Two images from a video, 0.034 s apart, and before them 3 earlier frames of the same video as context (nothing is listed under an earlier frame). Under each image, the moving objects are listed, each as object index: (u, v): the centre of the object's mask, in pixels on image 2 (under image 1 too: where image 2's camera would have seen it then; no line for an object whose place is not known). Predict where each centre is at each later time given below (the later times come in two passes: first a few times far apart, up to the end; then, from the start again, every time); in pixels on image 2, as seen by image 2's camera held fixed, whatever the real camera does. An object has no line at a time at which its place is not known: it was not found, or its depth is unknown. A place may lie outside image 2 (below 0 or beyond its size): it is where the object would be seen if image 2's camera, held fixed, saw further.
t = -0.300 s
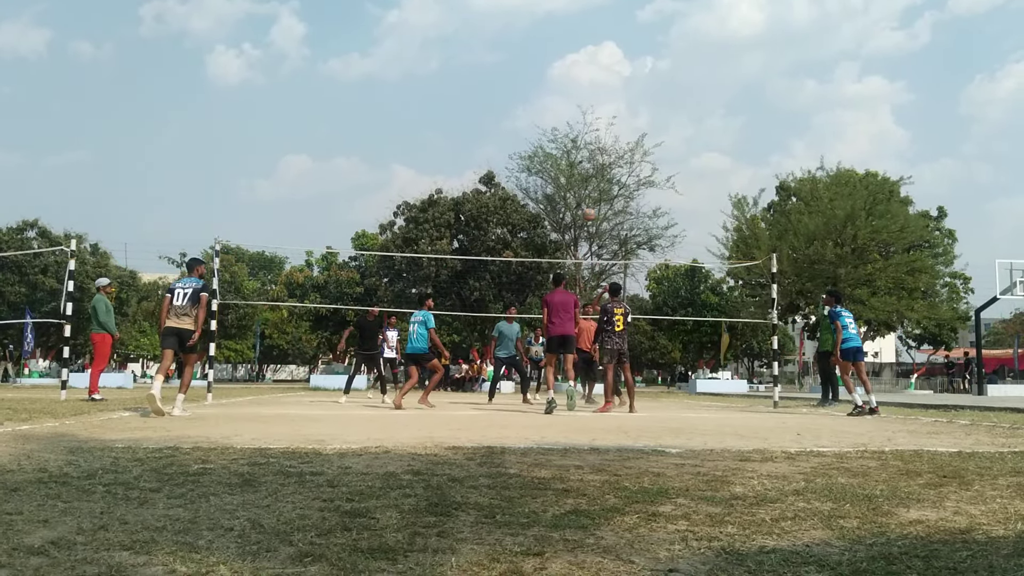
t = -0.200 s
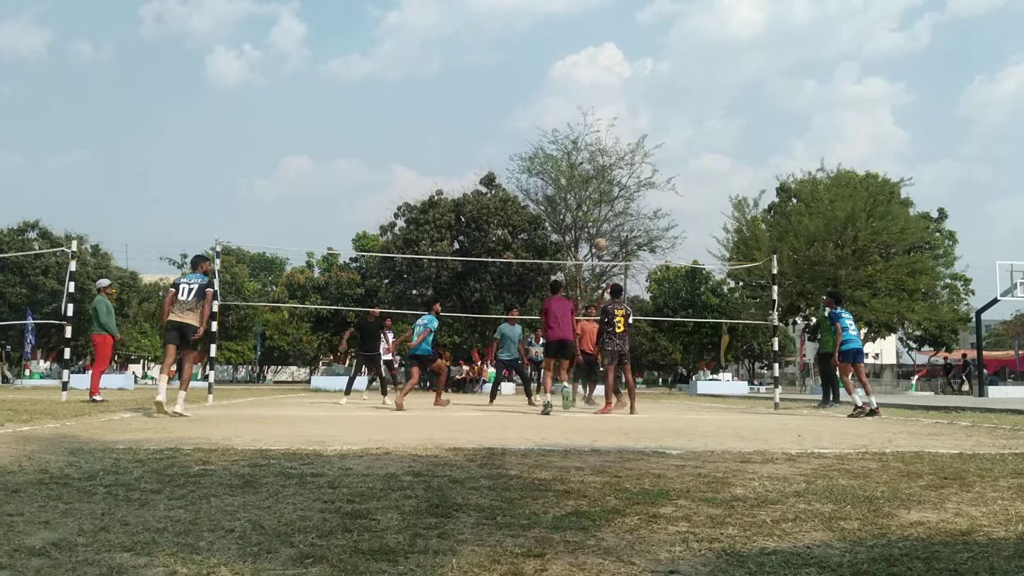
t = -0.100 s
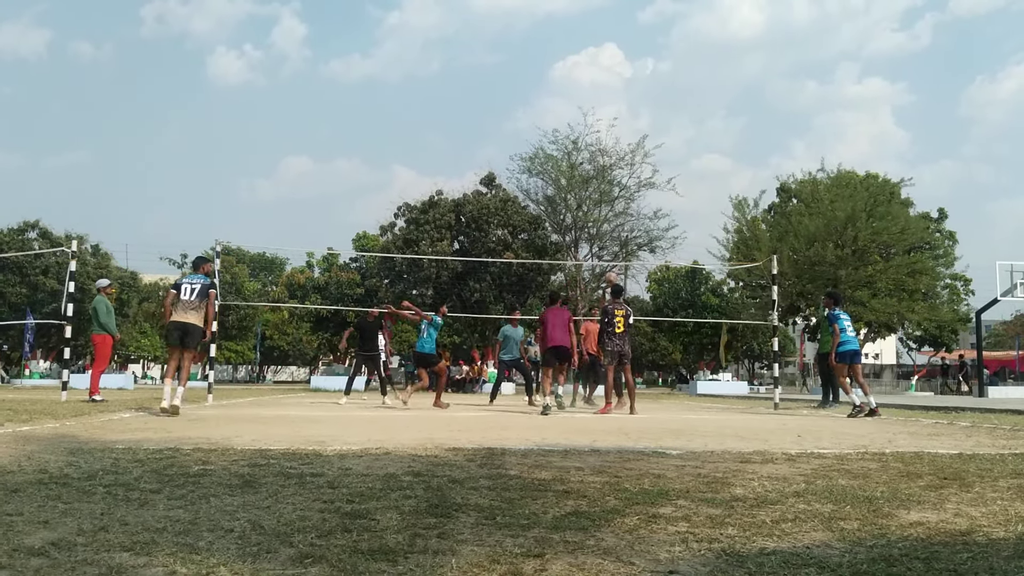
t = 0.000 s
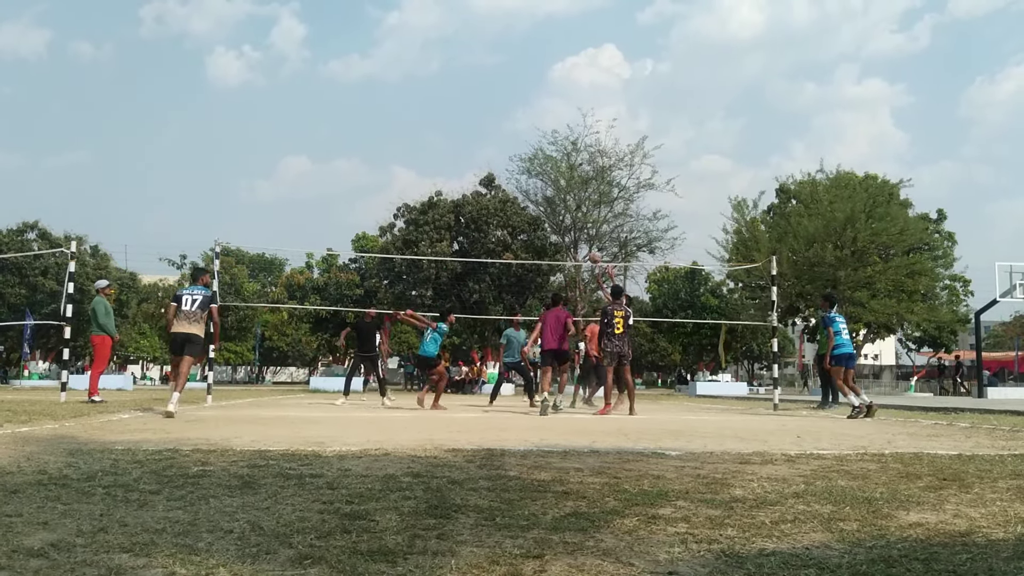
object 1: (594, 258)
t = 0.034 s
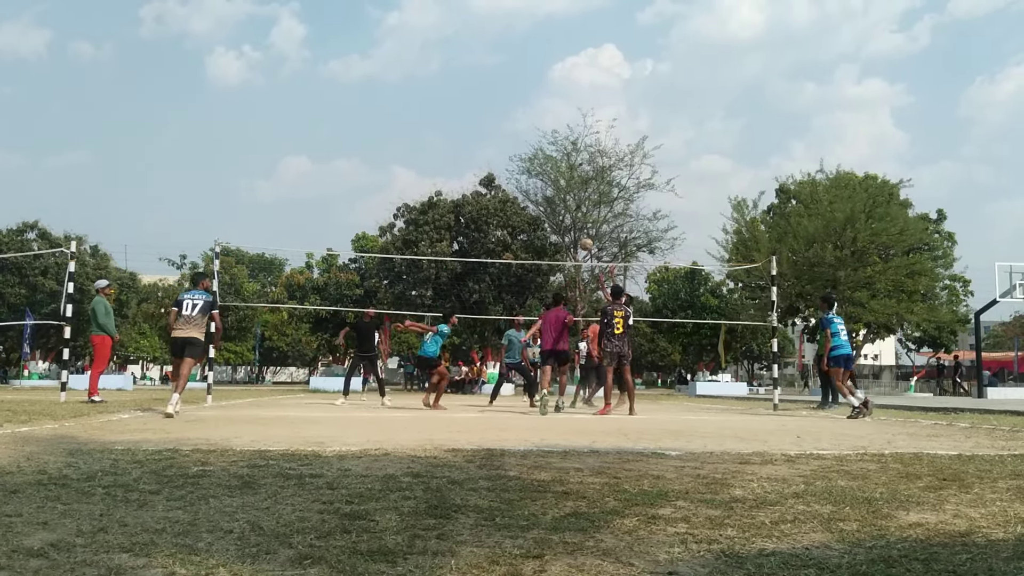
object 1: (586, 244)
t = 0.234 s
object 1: (534, 180)
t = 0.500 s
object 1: (464, 130)
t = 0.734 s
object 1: (403, 121)
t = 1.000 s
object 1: (332, 155)
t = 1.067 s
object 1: (314, 172)
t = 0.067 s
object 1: (578, 233)
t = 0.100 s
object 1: (569, 220)
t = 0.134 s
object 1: (561, 209)
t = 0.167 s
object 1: (552, 198)
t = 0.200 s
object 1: (543, 189)
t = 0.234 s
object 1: (534, 180)
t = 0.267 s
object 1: (526, 172)
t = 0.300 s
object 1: (516, 163)
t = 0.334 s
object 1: (508, 156)
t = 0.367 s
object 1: (499, 150)
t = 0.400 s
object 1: (490, 144)
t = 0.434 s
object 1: (482, 138)
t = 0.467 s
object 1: (473, 134)
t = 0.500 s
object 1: (464, 130)
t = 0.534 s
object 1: (456, 126)
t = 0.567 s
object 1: (447, 124)
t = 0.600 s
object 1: (438, 122)
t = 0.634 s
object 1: (429, 121)
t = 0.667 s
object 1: (421, 119)
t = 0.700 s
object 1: (412, 120)
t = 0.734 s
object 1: (403, 121)
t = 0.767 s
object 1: (394, 123)
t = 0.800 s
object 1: (385, 125)
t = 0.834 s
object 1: (376, 128)
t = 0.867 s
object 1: (367, 132)
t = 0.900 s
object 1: (358, 136)
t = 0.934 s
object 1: (349, 142)
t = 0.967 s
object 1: (340, 148)
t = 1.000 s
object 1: (332, 155)
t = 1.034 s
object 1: (323, 163)
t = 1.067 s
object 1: (314, 172)
